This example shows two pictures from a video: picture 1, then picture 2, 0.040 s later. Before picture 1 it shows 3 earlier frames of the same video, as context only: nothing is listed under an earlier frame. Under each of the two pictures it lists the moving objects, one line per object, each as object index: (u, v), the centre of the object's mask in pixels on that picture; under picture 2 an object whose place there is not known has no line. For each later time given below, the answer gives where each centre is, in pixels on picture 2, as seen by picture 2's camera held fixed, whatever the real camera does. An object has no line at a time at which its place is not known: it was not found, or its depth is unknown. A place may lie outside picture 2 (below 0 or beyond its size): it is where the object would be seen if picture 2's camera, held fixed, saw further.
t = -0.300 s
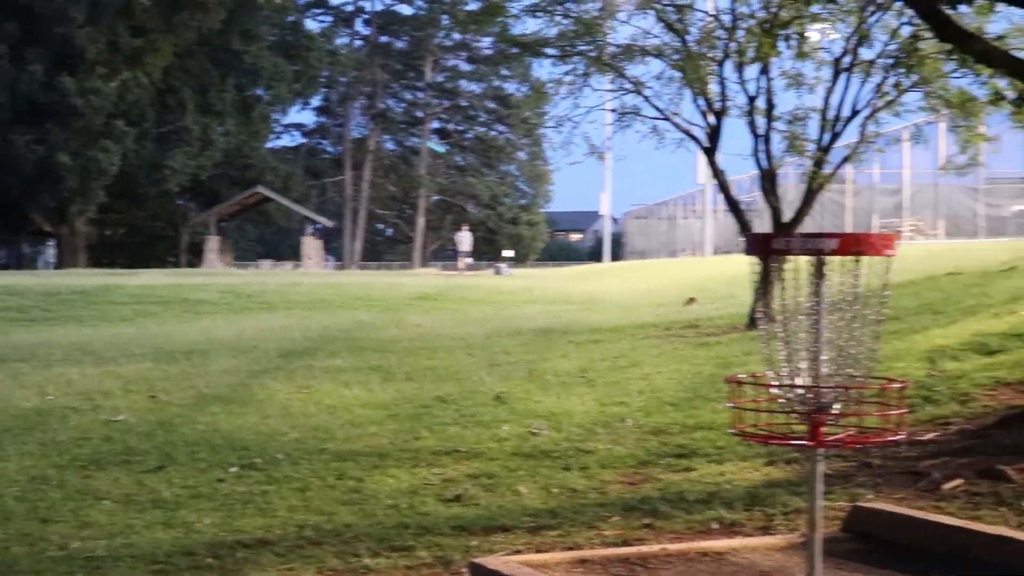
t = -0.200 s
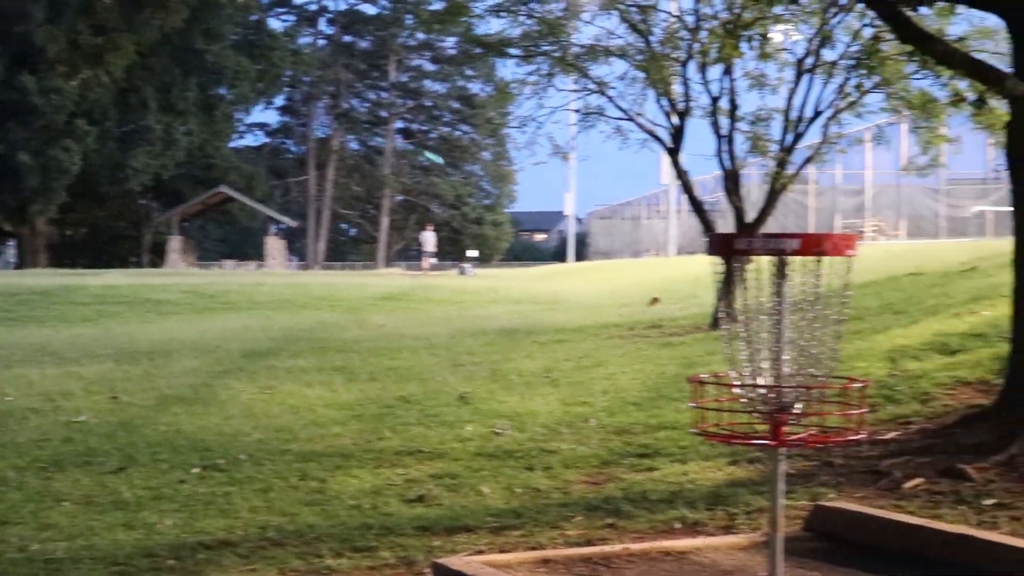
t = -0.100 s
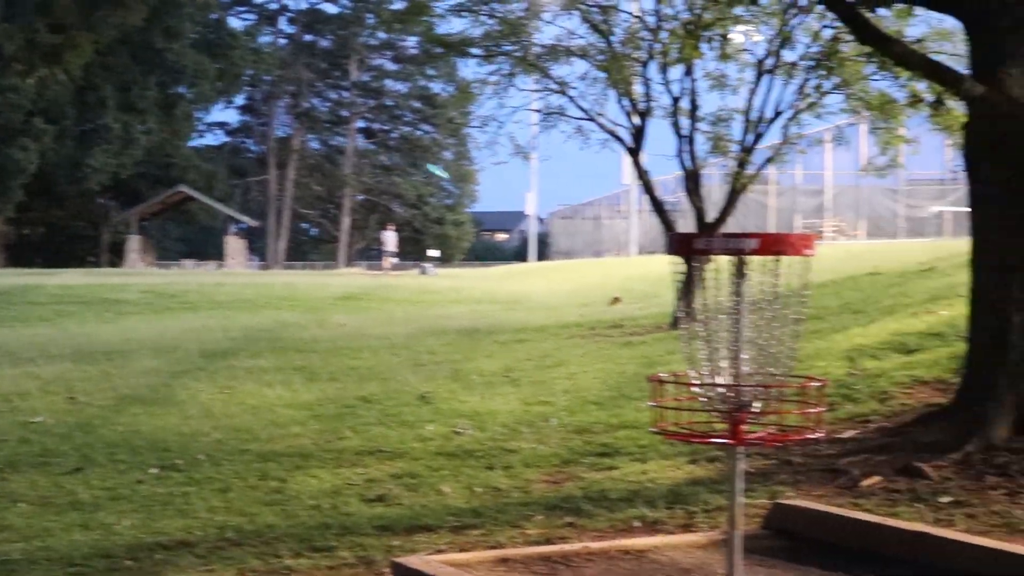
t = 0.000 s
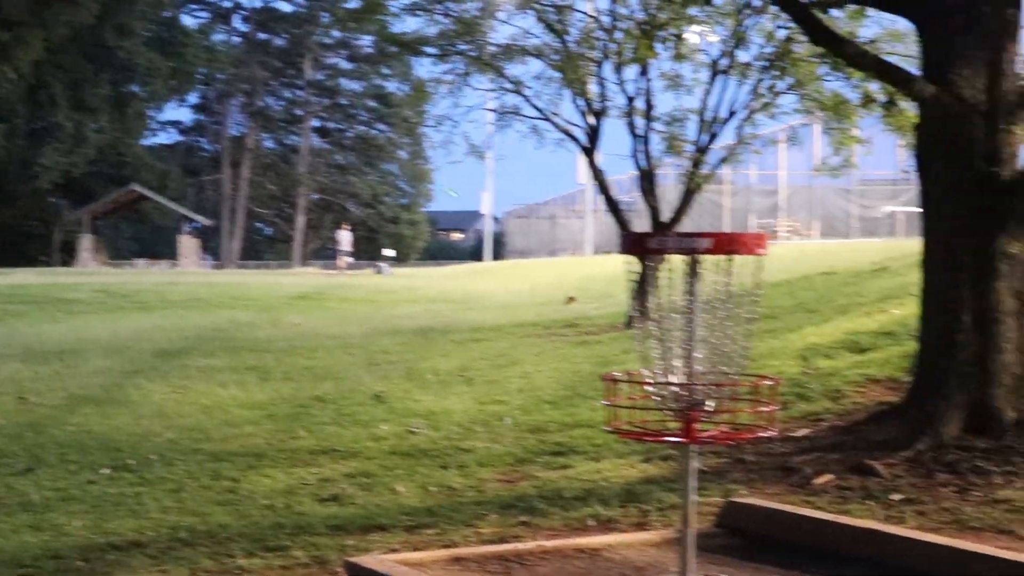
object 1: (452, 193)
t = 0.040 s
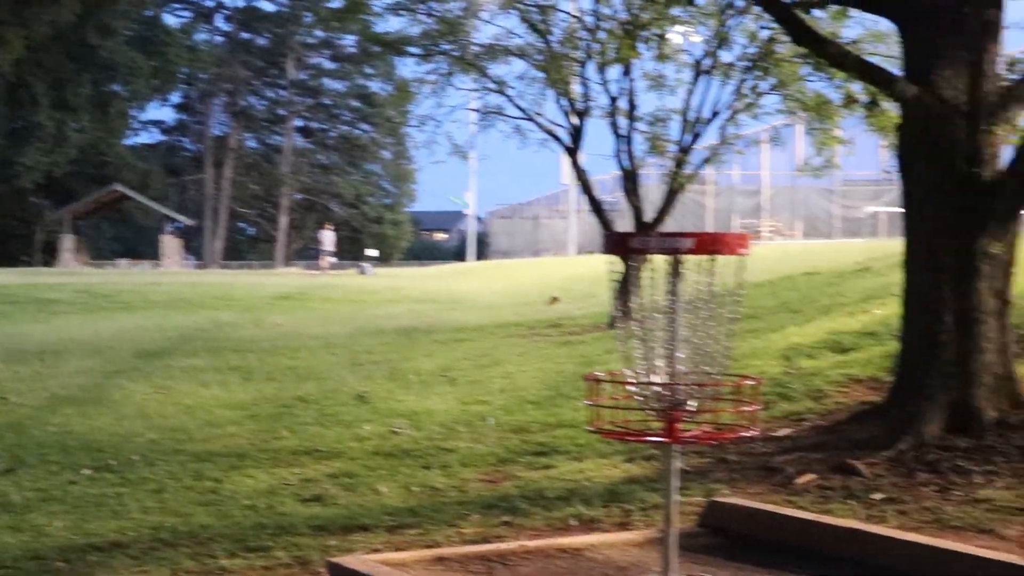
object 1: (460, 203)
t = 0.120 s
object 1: (514, 223)
